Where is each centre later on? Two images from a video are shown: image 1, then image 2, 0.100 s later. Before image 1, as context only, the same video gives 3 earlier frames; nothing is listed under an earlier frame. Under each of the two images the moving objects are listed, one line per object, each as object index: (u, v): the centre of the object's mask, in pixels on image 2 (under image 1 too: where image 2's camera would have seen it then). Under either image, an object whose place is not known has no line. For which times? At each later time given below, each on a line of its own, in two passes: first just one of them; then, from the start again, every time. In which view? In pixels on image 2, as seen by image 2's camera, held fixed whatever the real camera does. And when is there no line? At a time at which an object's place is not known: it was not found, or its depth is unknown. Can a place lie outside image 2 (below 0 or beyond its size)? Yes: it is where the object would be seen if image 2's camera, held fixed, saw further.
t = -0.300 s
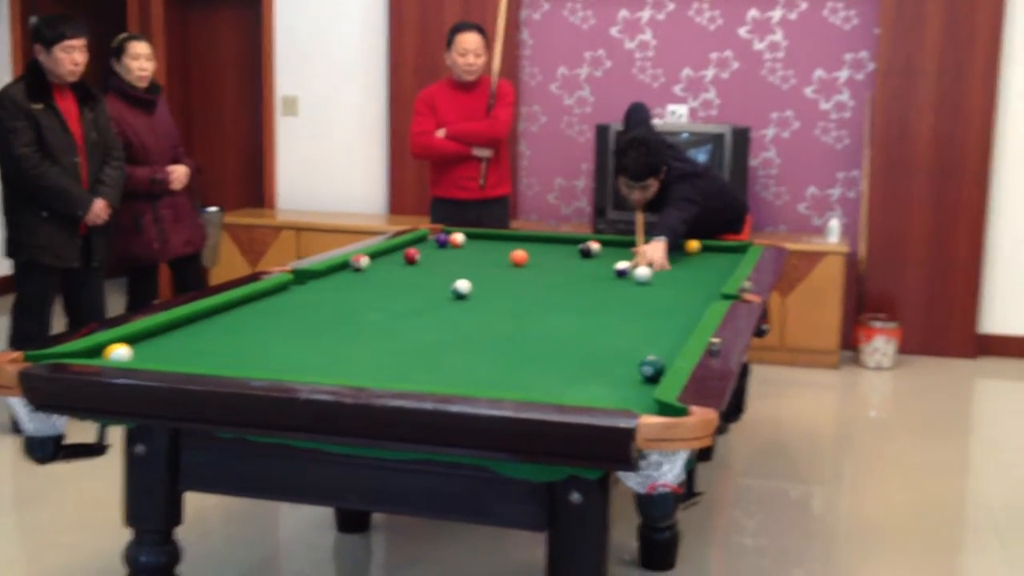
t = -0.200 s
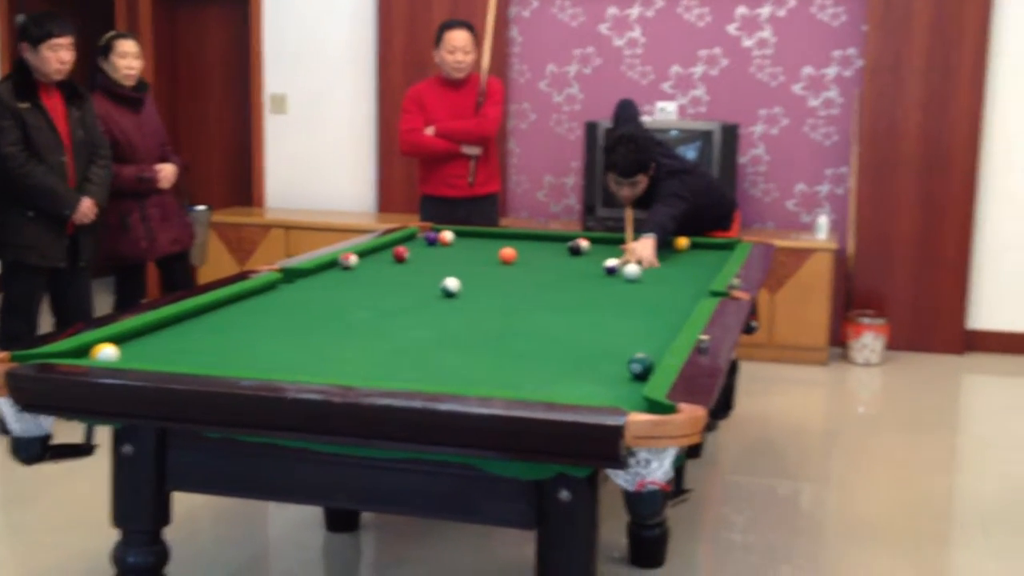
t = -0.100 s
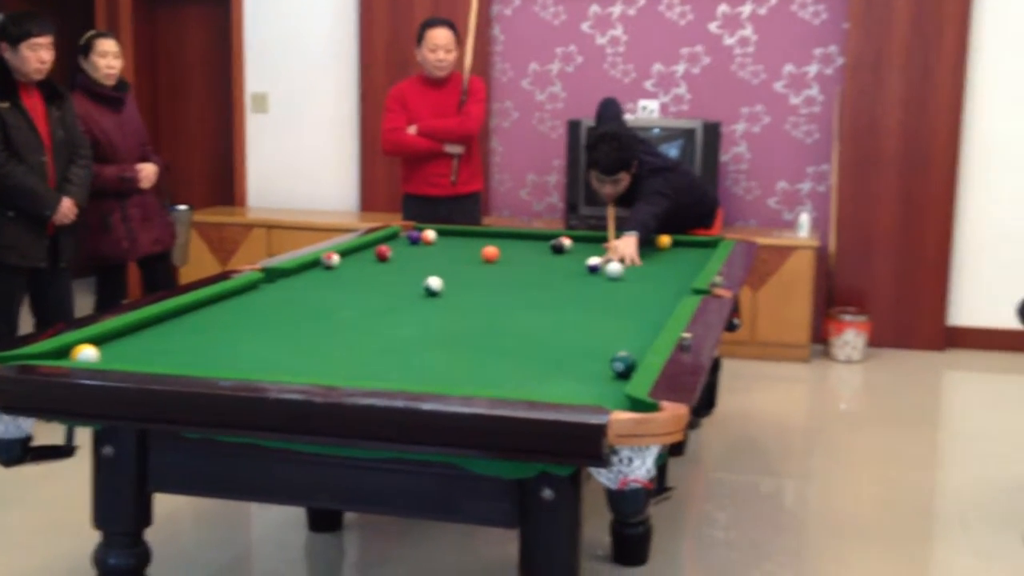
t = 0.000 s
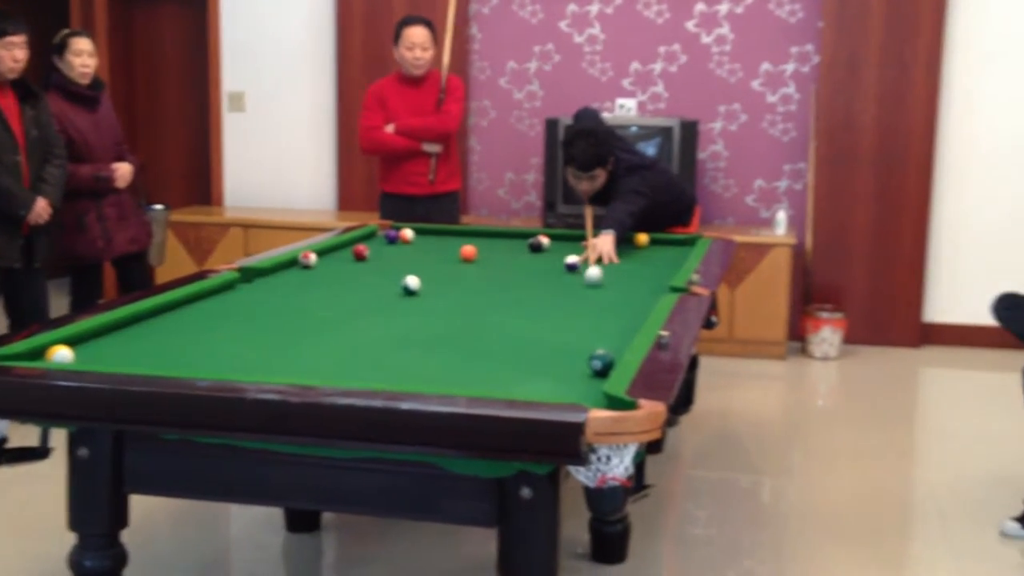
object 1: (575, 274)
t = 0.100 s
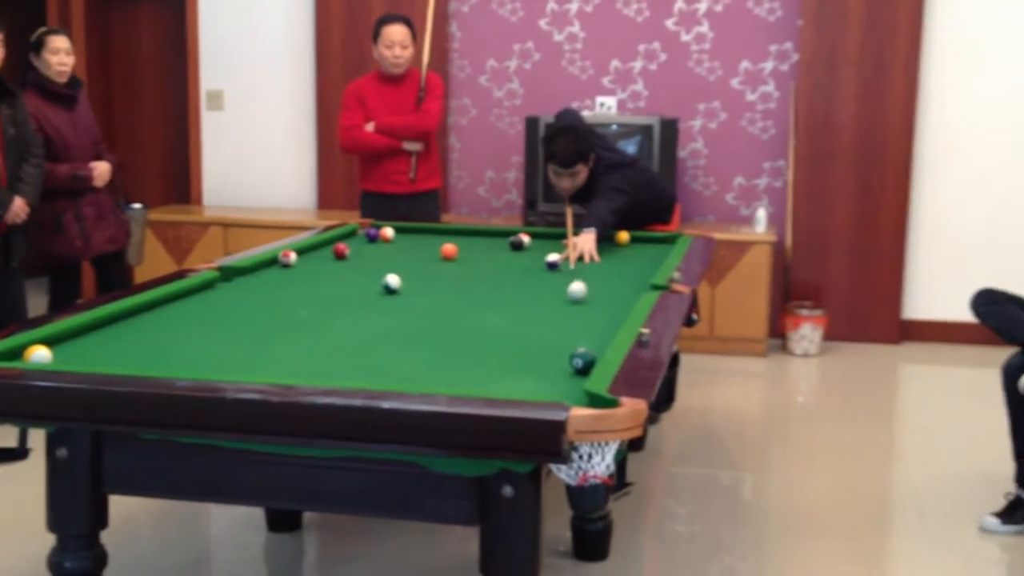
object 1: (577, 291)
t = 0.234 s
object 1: (581, 315)
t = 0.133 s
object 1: (578, 298)
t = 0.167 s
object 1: (579, 303)
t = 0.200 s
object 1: (580, 310)
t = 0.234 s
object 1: (581, 315)
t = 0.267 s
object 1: (582, 321)
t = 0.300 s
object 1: (583, 328)
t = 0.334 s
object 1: (583, 334)
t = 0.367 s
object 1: (584, 338)
